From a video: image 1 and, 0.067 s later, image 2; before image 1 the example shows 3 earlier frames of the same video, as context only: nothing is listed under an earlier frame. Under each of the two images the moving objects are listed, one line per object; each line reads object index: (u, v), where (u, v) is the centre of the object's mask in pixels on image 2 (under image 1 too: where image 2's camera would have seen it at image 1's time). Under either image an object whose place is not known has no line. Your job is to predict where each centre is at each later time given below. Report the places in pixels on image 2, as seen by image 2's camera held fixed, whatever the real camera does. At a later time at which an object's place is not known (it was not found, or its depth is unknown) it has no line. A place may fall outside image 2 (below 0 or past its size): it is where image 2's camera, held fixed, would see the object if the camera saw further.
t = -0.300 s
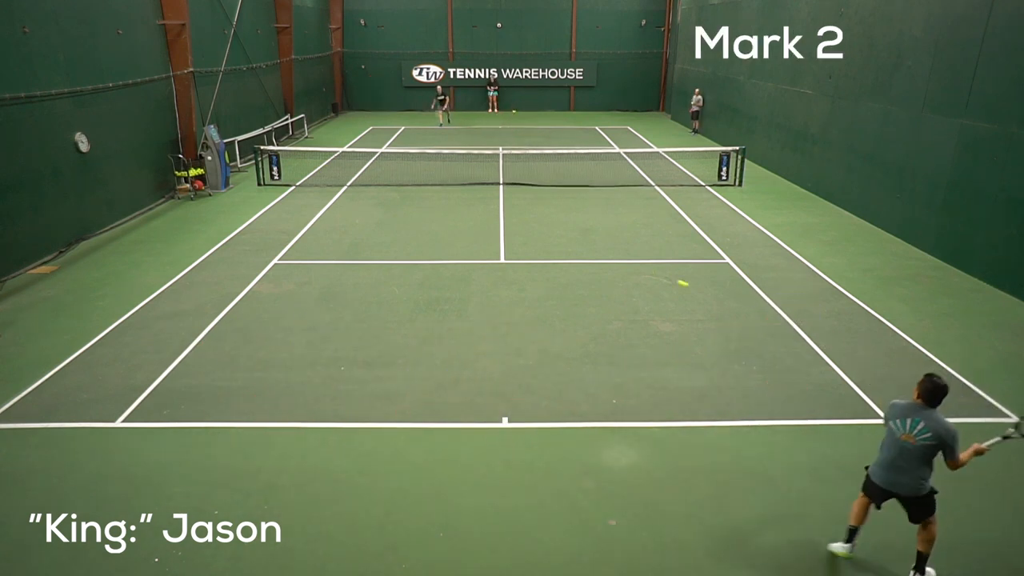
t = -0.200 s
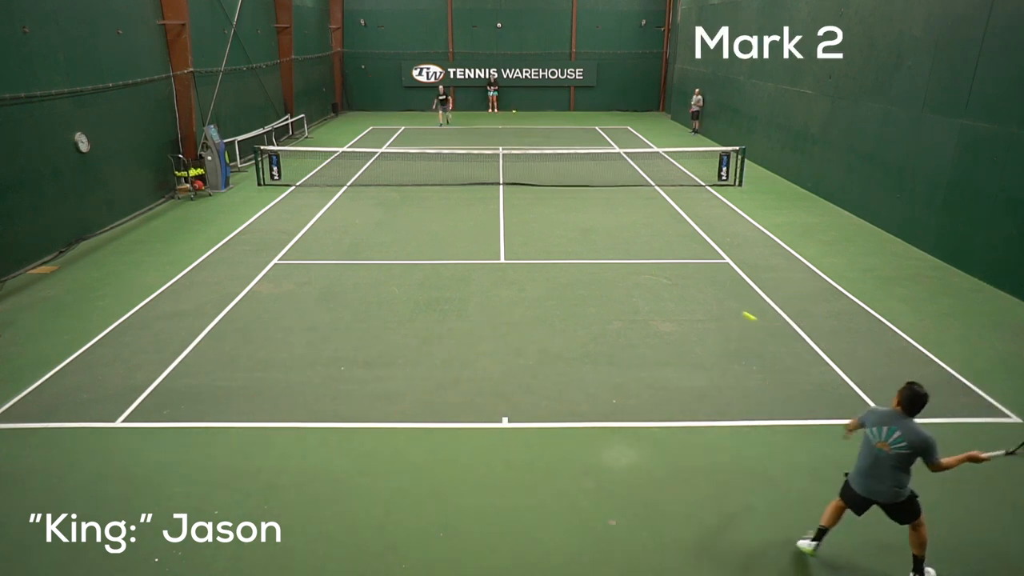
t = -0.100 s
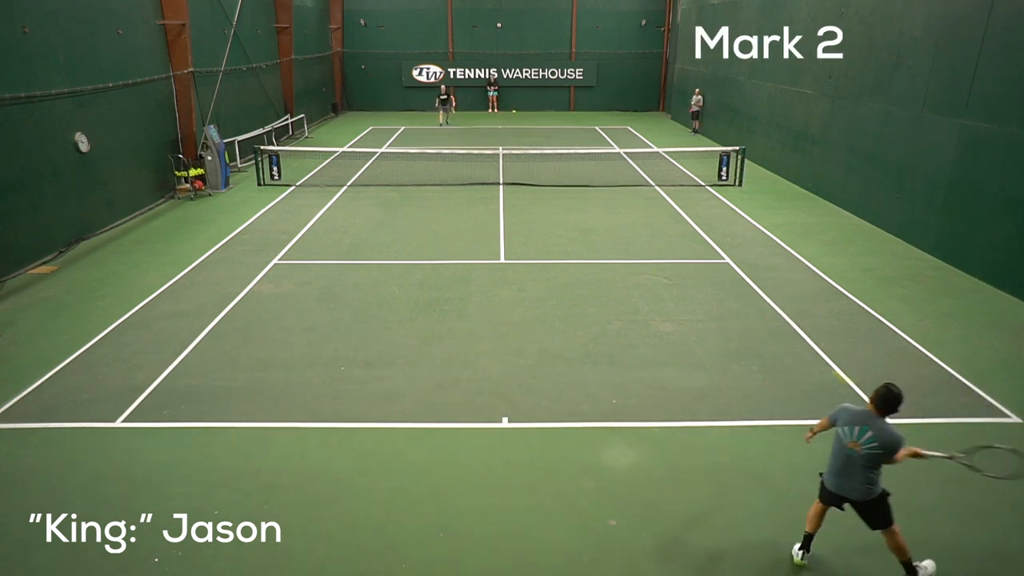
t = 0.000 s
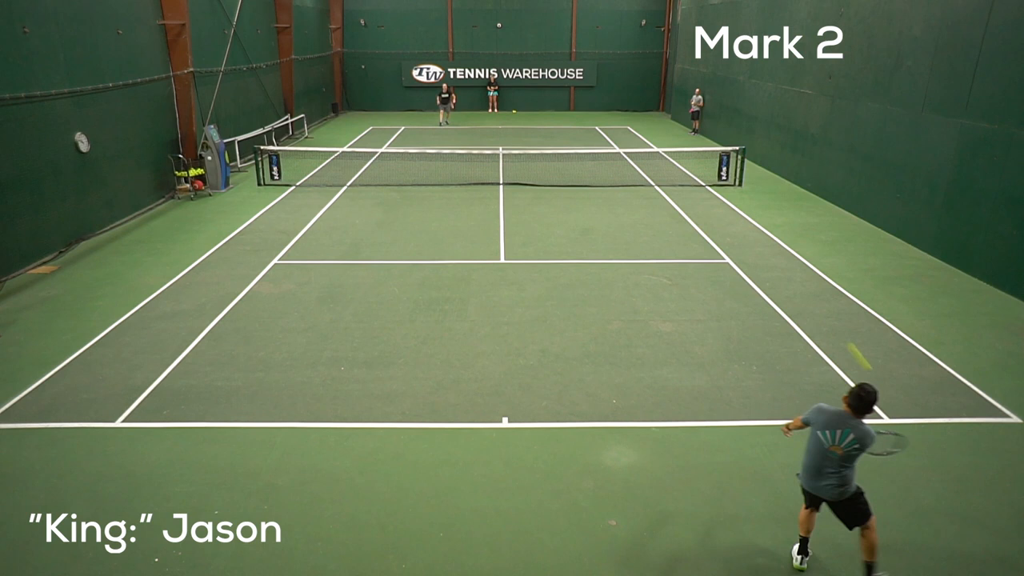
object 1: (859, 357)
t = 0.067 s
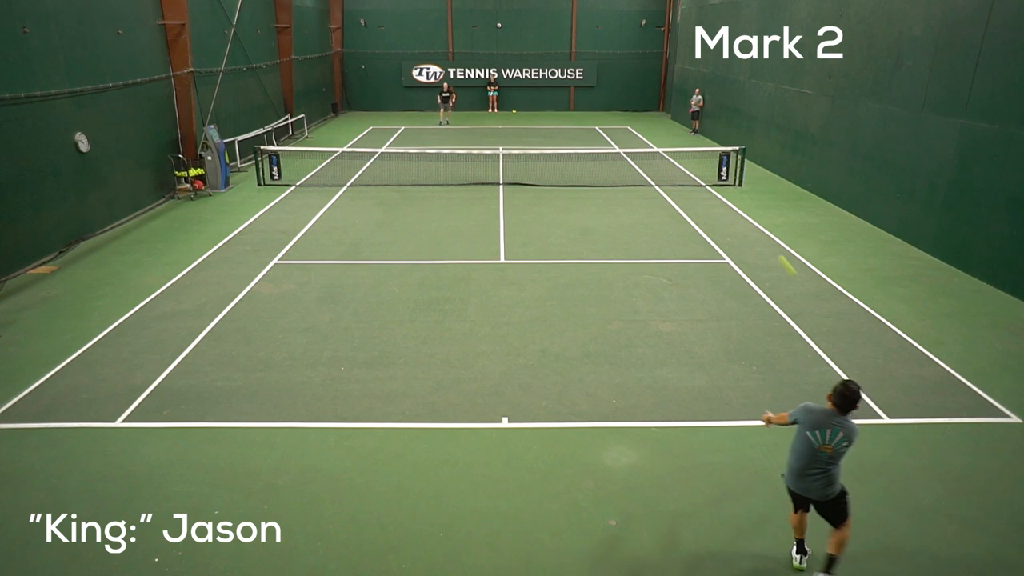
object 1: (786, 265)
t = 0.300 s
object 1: (642, 101)
